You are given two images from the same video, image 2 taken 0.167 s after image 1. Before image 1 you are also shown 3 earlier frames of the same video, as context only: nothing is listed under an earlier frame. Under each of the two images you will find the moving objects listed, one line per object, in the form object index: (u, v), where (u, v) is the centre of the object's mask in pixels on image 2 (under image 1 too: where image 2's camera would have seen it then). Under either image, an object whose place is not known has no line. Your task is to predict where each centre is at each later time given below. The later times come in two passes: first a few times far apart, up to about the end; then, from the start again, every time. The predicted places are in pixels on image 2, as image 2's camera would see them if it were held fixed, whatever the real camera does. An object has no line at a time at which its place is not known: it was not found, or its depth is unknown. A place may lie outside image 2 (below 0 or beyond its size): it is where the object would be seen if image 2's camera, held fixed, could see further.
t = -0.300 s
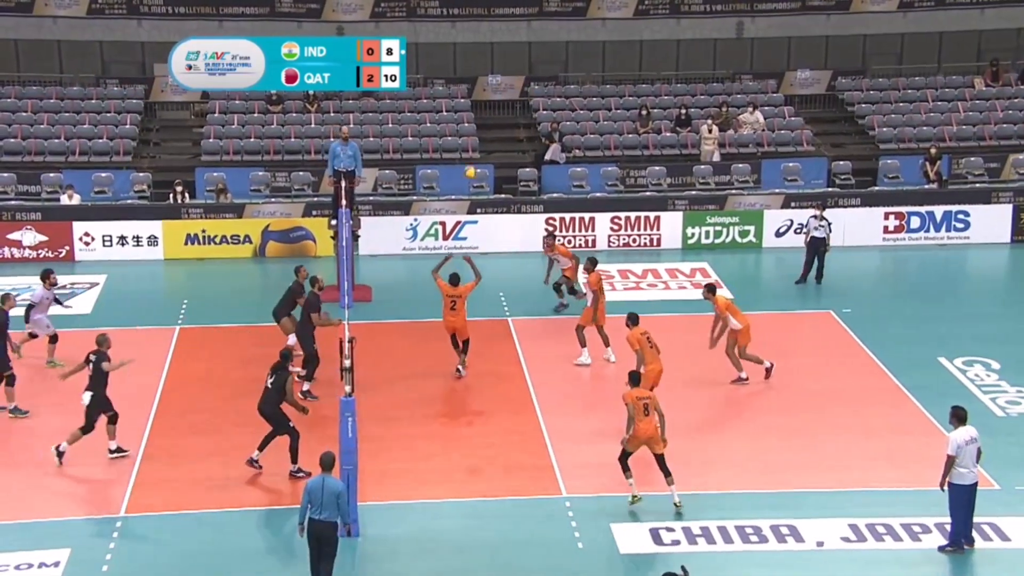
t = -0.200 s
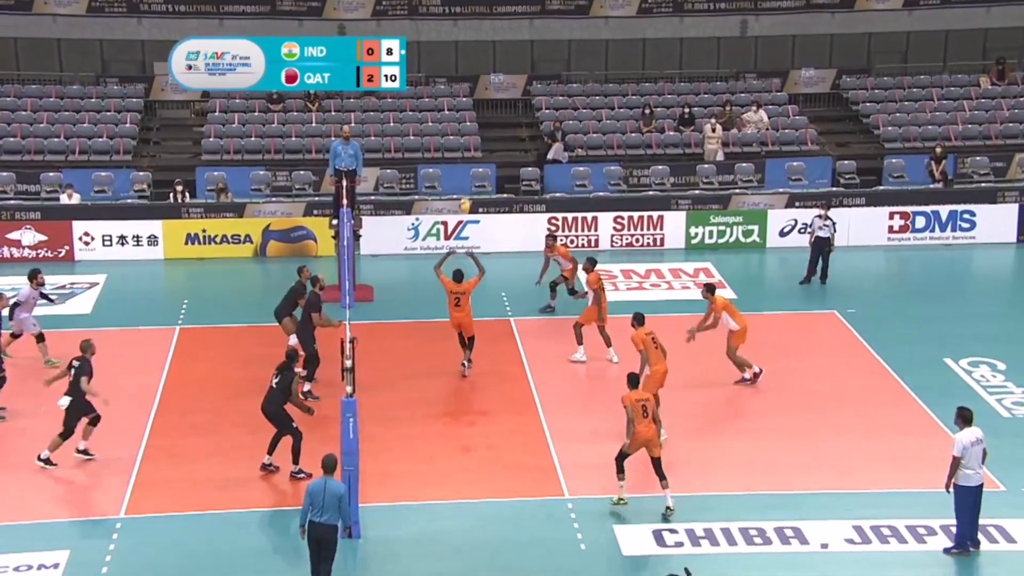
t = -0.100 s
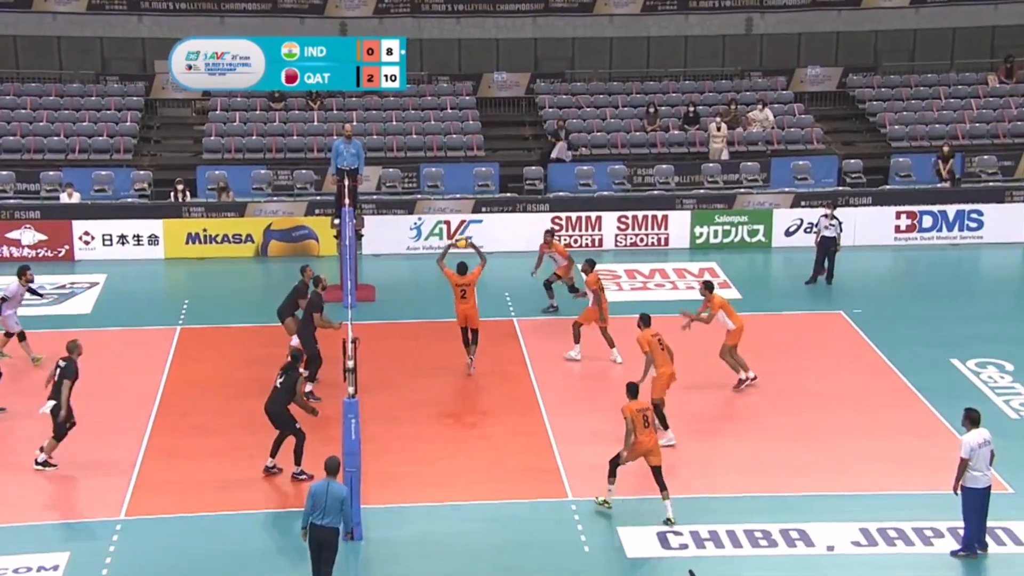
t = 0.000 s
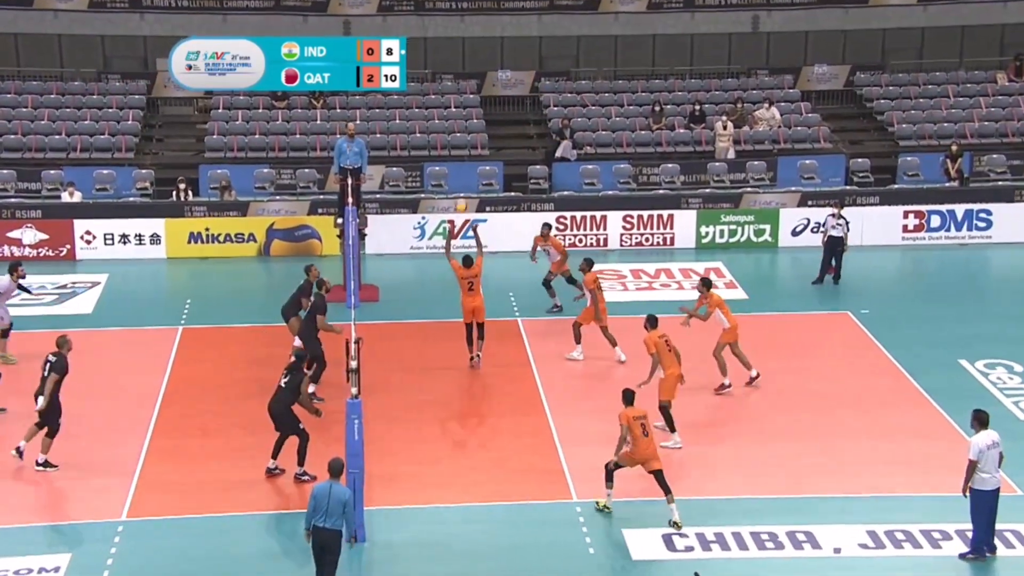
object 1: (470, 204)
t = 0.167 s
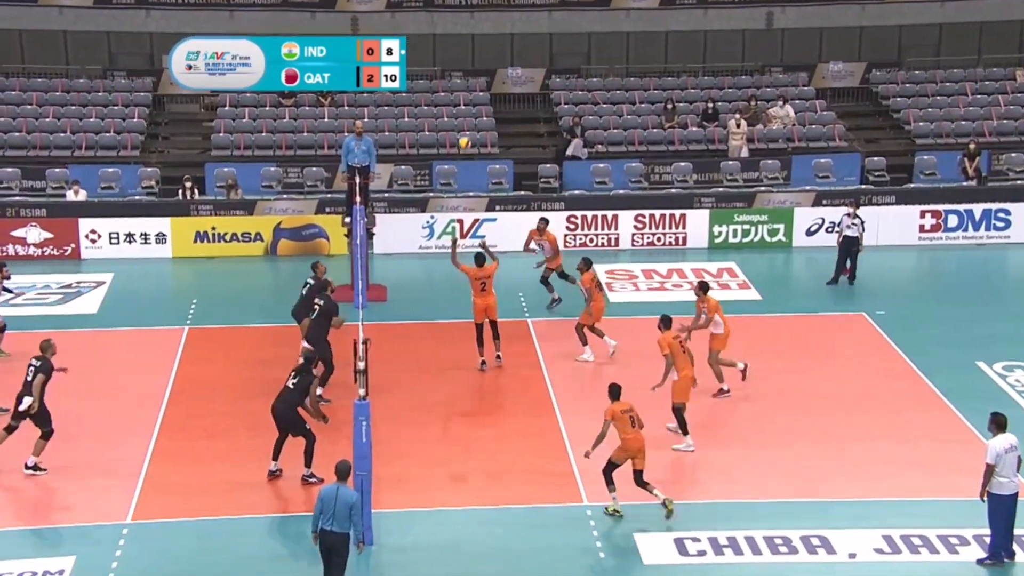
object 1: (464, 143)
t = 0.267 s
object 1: (462, 114)
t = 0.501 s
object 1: (457, 71)
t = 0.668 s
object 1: (454, 61)
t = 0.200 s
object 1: (463, 132)
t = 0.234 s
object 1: (462, 123)
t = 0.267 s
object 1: (462, 114)
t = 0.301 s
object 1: (461, 106)
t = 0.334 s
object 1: (460, 98)
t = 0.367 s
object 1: (460, 92)
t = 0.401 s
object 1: (459, 85)
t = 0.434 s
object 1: (458, 79)
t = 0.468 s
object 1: (457, 74)
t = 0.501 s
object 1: (457, 71)
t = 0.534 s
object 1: (456, 68)
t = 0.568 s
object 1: (455, 65)
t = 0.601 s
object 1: (455, 63)
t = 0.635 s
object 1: (455, 62)
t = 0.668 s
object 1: (454, 61)
